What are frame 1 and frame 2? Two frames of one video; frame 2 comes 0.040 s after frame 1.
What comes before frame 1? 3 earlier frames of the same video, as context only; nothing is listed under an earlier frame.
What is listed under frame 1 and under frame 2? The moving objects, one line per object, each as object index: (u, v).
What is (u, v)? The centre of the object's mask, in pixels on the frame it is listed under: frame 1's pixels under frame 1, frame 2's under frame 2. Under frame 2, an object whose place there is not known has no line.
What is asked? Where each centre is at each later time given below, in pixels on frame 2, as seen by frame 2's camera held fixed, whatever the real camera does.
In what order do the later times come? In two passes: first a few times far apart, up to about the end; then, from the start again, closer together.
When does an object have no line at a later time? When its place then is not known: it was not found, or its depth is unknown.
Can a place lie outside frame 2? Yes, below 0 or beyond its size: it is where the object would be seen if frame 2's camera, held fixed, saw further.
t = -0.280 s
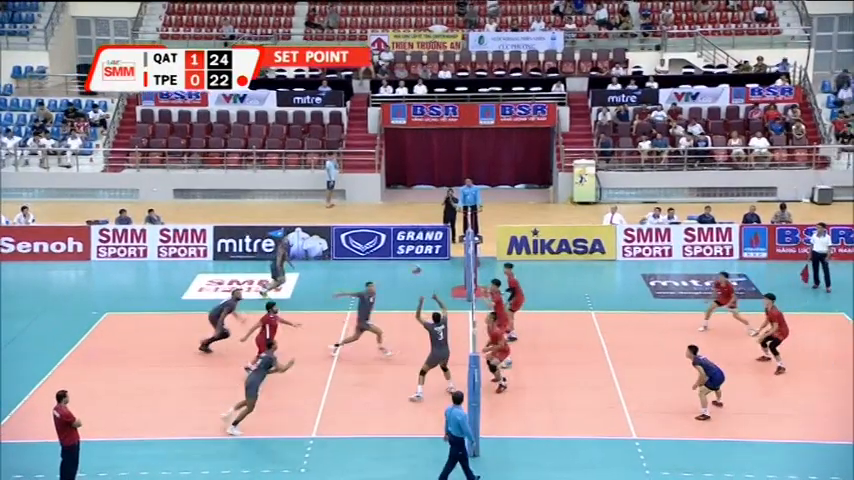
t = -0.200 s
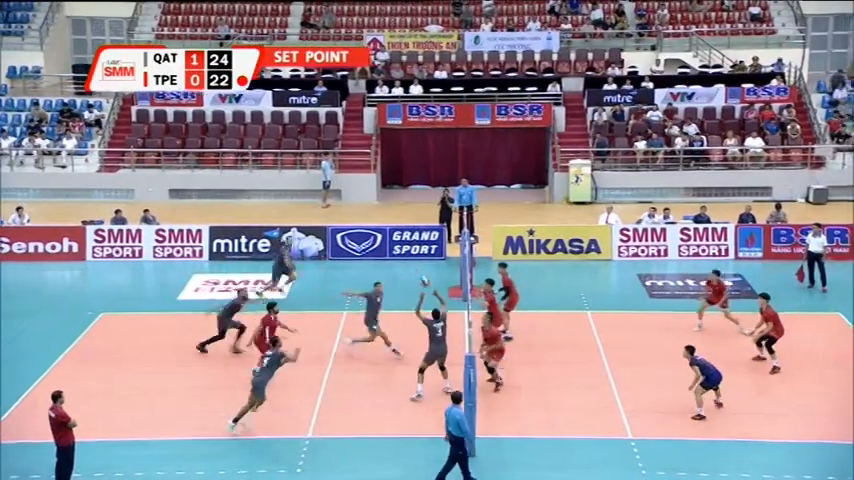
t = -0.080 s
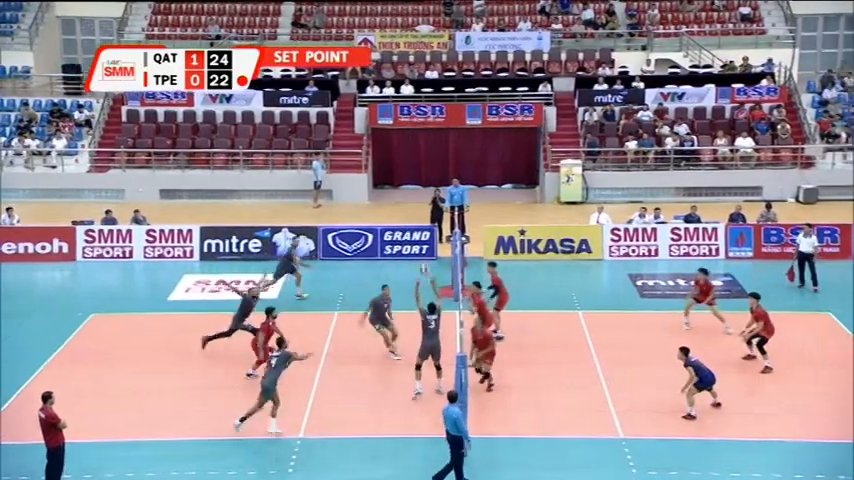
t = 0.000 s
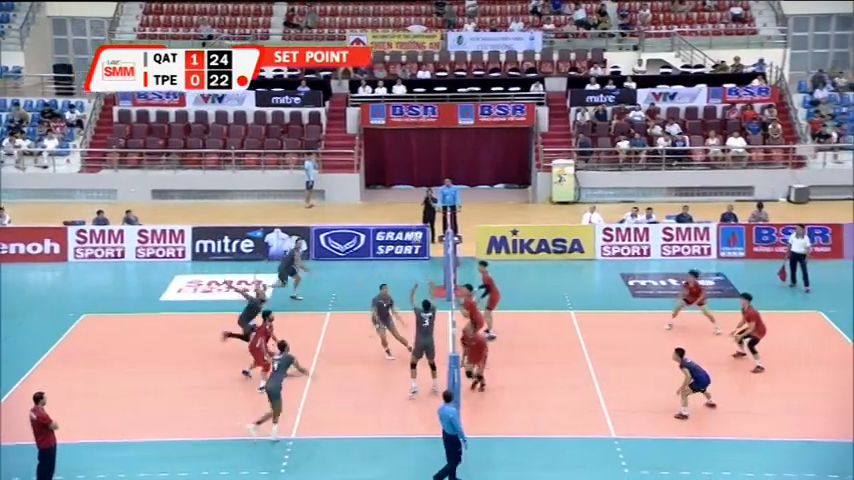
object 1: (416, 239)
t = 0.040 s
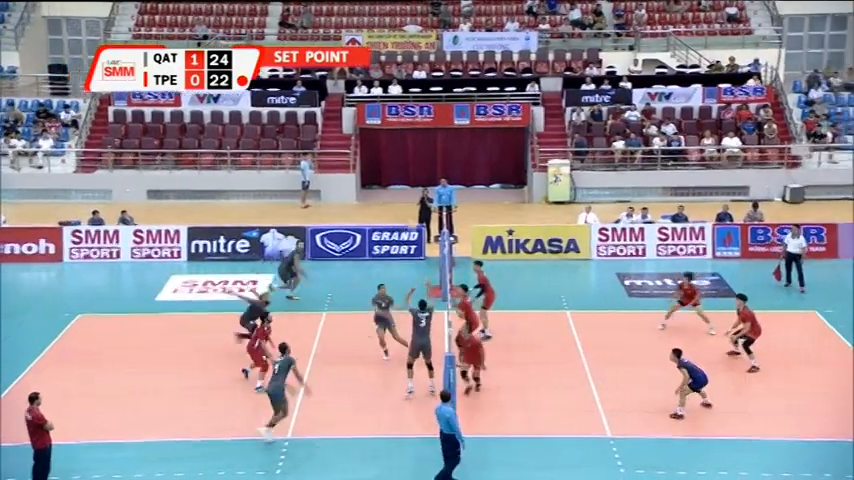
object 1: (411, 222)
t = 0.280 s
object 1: (407, 165)
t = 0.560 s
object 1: (403, 134)
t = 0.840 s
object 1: (402, 139)
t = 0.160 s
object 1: (407, 189)
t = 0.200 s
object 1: (408, 180)
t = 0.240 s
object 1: (407, 173)
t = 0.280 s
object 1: (407, 165)
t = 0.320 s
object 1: (406, 158)
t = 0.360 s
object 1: (406, 152)
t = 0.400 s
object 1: (405, 147)
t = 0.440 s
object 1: (404, 143)
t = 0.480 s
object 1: (404, 139)
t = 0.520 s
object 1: (403, 136)
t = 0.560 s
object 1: (403, 134)
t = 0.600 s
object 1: (403, 133)
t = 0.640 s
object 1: (403, 132)
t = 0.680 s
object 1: (403, 132)
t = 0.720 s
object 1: (402, 133)
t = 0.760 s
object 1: (402, 134)
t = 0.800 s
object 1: (402, 136)
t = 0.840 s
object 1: (402, 139)
